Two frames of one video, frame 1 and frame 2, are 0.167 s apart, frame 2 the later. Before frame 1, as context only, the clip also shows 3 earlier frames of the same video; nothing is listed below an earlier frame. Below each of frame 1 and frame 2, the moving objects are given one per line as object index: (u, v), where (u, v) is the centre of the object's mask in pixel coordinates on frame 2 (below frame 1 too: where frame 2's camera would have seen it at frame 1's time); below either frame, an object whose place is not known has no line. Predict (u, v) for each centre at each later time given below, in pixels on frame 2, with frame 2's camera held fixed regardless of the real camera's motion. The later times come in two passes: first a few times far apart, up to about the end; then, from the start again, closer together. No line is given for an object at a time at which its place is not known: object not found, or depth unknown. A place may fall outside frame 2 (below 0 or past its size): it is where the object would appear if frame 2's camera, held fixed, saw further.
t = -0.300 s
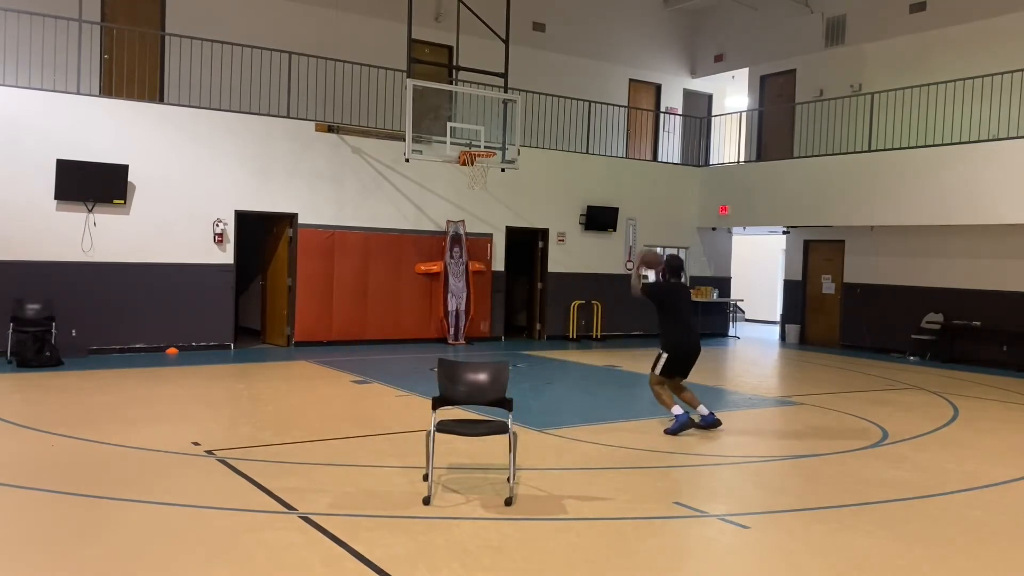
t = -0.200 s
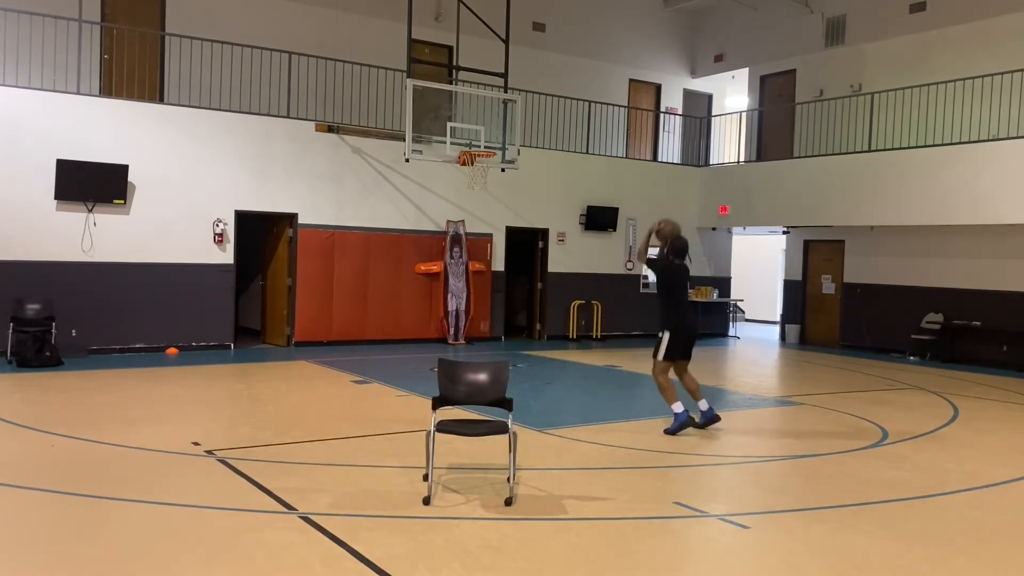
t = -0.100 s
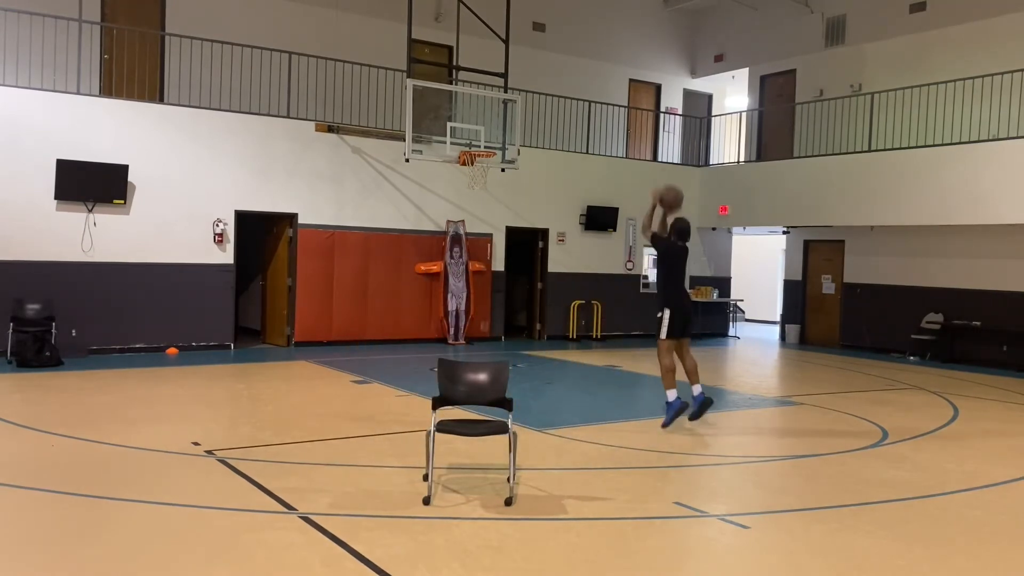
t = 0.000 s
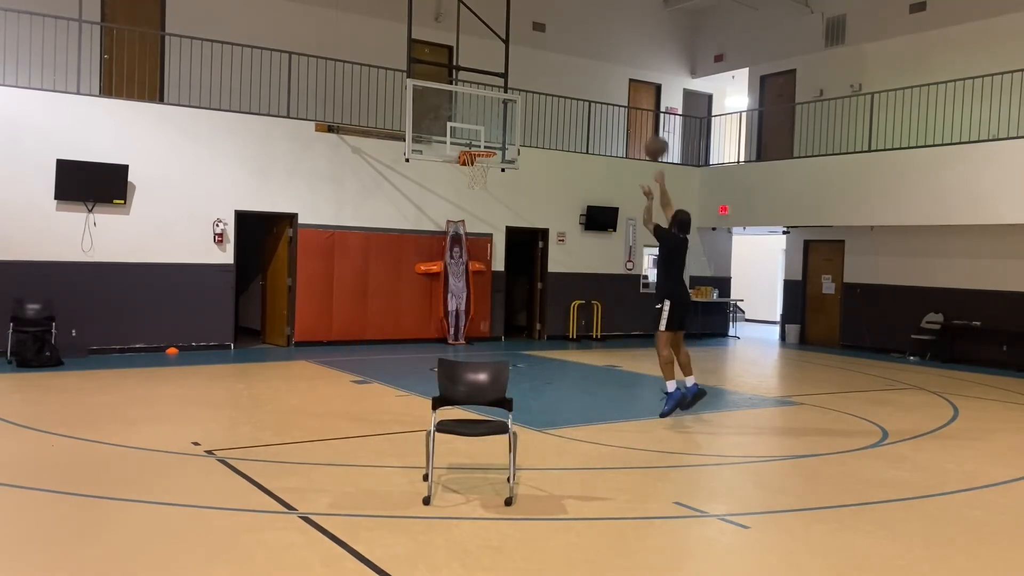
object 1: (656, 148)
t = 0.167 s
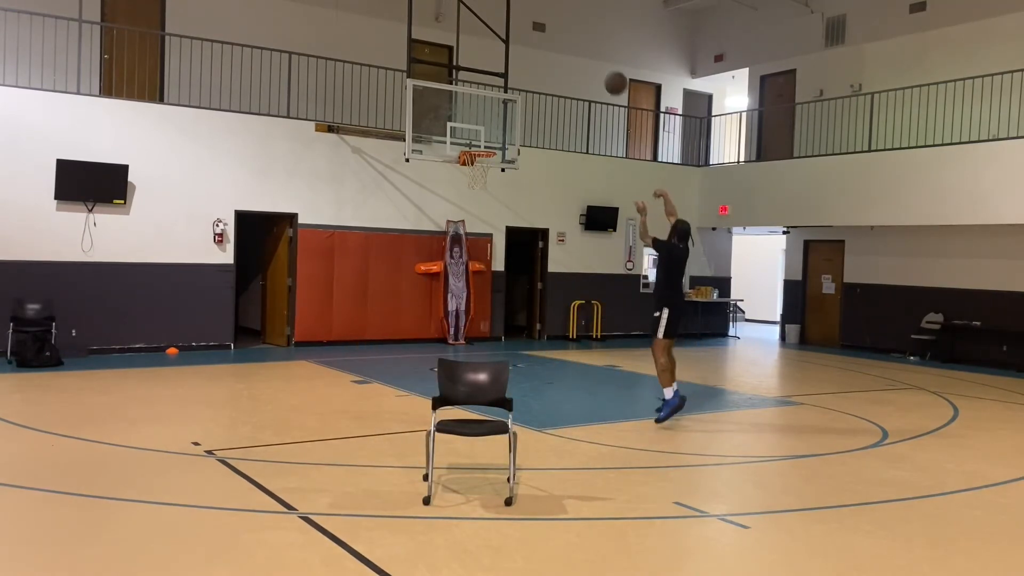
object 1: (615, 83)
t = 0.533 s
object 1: (543, 51)
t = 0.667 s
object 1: (521, 68)
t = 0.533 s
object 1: (543, 51)
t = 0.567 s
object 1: (538, 54)
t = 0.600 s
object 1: (532, 58)
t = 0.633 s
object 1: (526, 63)
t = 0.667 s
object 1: (521, 68)
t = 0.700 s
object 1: (516, 74)
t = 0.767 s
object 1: (505, 88)
